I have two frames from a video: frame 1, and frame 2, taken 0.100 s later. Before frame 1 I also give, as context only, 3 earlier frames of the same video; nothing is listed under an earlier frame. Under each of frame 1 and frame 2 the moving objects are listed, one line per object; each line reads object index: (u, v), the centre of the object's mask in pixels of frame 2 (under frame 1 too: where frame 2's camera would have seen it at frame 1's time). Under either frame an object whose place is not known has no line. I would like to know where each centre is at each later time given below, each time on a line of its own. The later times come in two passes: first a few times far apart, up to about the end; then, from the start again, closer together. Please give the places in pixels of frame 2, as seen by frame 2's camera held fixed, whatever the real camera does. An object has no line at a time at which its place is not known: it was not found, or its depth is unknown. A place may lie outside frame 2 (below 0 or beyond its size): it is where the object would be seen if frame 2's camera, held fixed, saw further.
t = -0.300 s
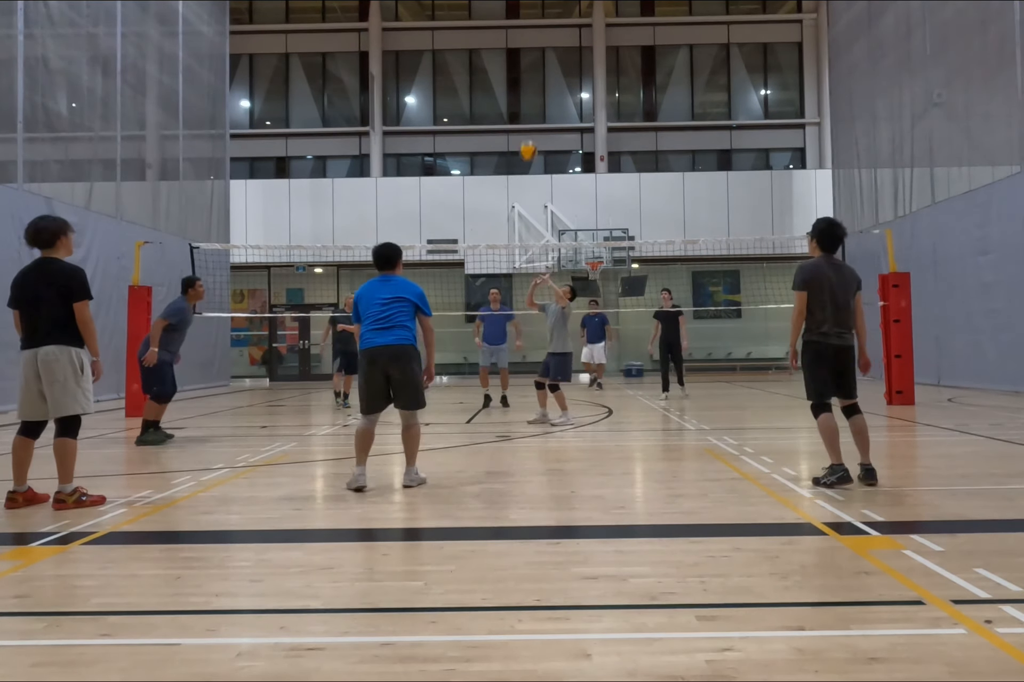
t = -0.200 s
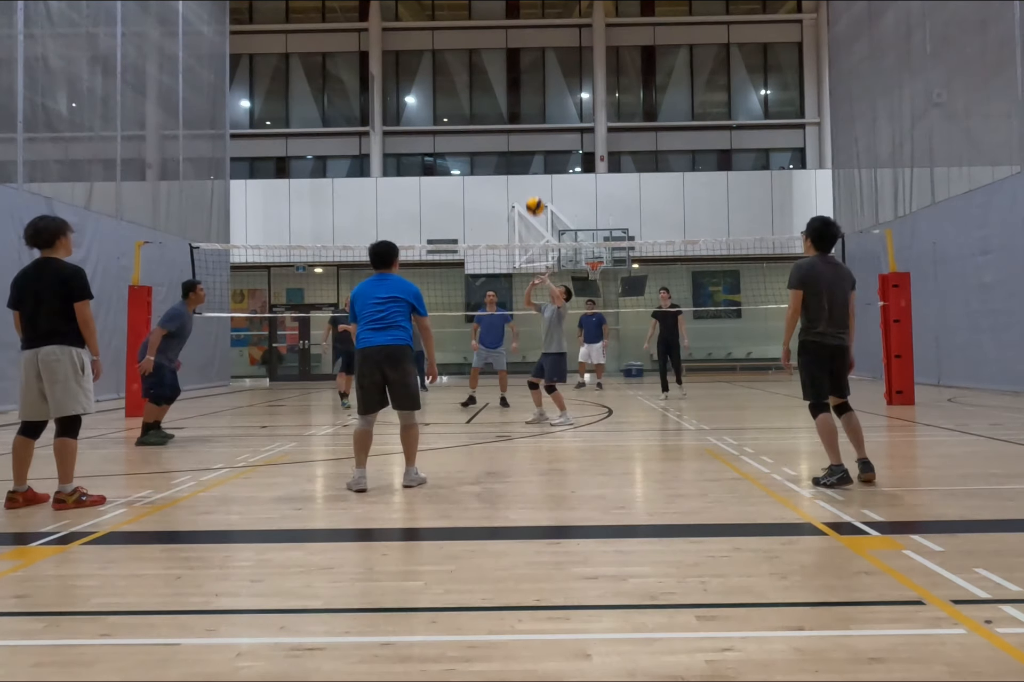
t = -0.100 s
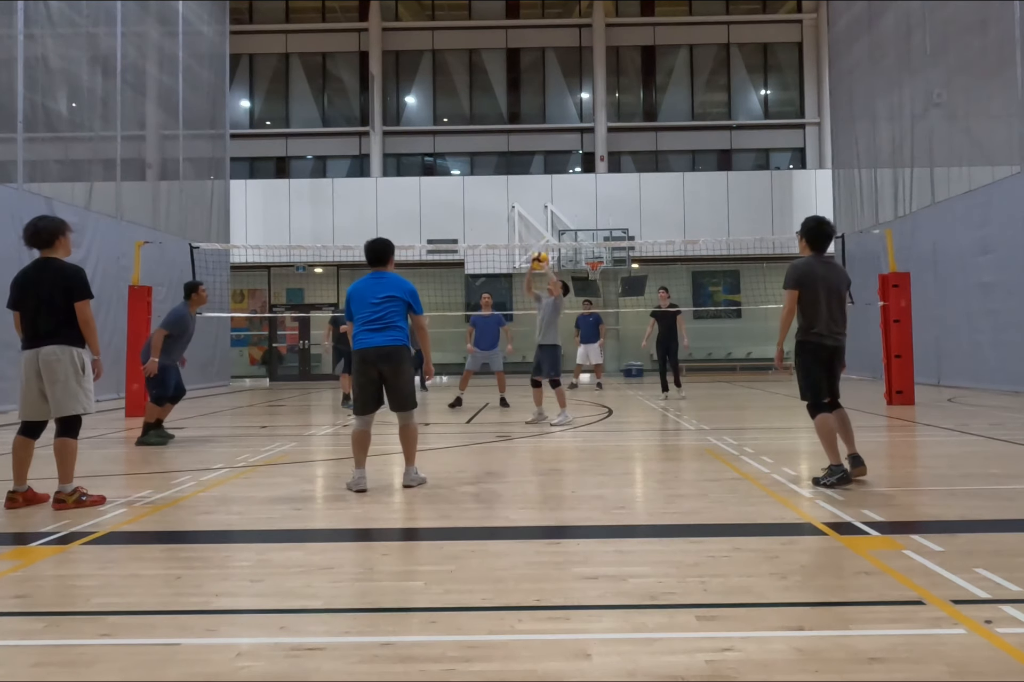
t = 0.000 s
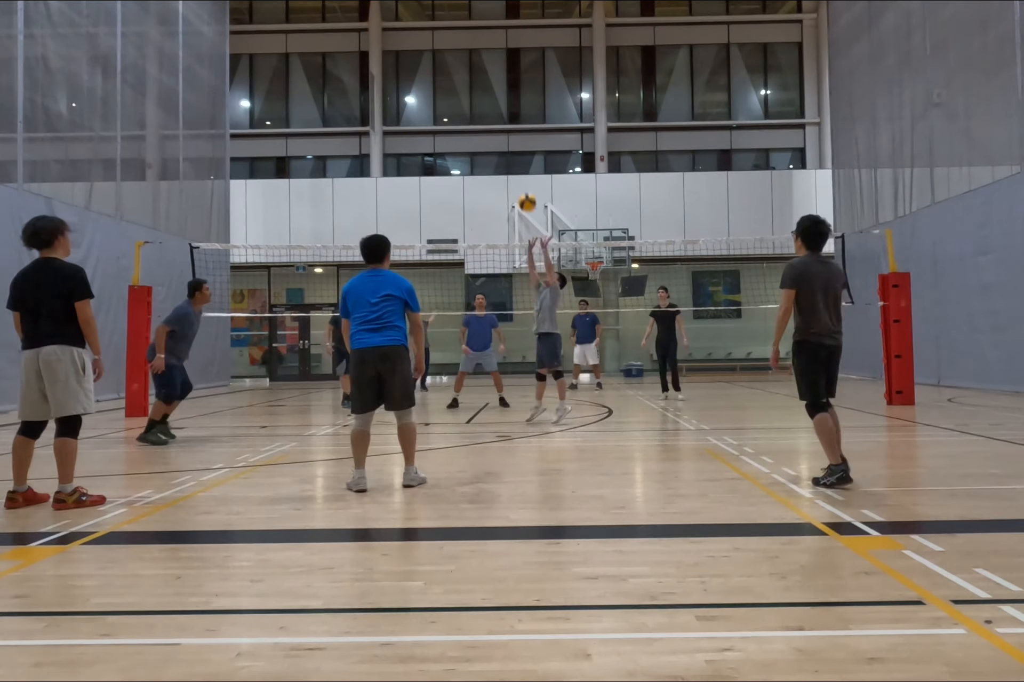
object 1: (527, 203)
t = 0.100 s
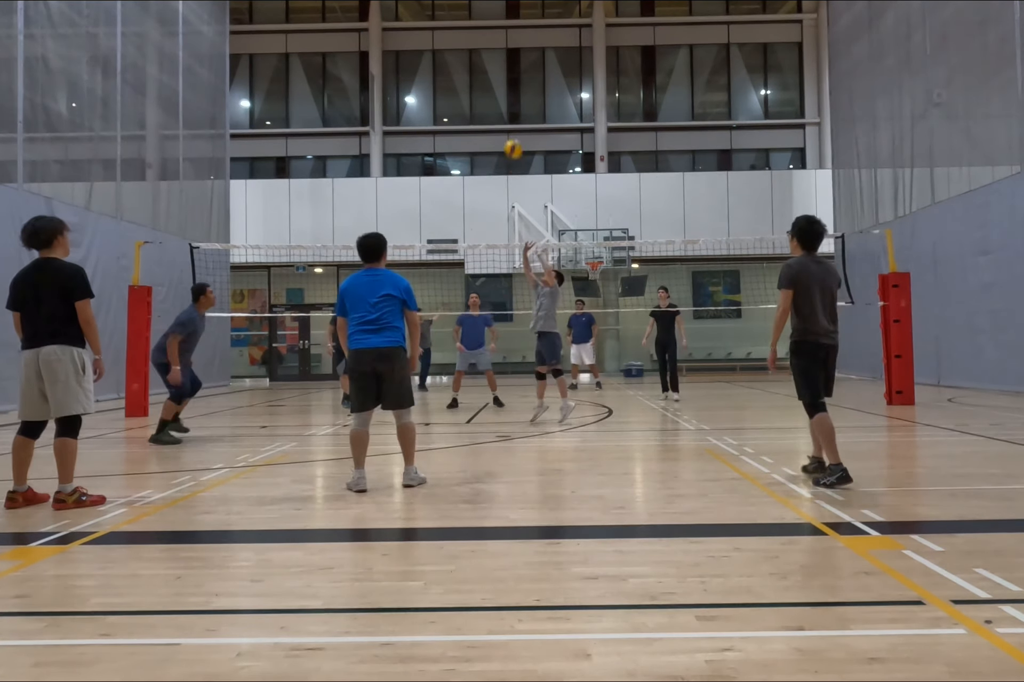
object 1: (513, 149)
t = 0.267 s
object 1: (491, 80)
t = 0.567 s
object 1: (453, 16)
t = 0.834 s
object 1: (421, 20)
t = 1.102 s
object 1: (391, 81)
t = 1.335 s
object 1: (366, 178)
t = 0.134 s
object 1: (509, 133)
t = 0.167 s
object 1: (504, 117)
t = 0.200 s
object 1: (500, 104)
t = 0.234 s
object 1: (495, 91)
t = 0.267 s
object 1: (491, 80)
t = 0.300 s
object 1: (487, 69)
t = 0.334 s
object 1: (482, 59)
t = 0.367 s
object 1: (478, 50)
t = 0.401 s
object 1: (474, 42)
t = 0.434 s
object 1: (470, 35)
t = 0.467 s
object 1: (466, 29)
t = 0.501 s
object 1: (461, 23)
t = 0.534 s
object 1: (457, 19)
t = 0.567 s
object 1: (453, 16)
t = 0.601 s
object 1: (449, 13)
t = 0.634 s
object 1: (445, 12)
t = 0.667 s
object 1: (441, 11)
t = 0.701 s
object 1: (437, 11)
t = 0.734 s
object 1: (433, 12)
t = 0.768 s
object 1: (429, 14)
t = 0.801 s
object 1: (425, 16)
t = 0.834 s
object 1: (421, 20)
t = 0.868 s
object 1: (417, 25)
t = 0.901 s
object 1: (414, 30)
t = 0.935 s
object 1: (410, 36)
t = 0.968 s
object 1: (406, 44)
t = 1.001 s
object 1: (403, 52)
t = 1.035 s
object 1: (399, 61)
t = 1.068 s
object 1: (395, 70)
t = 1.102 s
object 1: (391, 81)
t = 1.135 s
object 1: (388, 92)
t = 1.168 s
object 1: (384, 104)
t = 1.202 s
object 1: (381, 117)
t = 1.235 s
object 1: (377, 131)
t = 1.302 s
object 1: (369, 162)
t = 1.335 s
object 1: (366, 178)
